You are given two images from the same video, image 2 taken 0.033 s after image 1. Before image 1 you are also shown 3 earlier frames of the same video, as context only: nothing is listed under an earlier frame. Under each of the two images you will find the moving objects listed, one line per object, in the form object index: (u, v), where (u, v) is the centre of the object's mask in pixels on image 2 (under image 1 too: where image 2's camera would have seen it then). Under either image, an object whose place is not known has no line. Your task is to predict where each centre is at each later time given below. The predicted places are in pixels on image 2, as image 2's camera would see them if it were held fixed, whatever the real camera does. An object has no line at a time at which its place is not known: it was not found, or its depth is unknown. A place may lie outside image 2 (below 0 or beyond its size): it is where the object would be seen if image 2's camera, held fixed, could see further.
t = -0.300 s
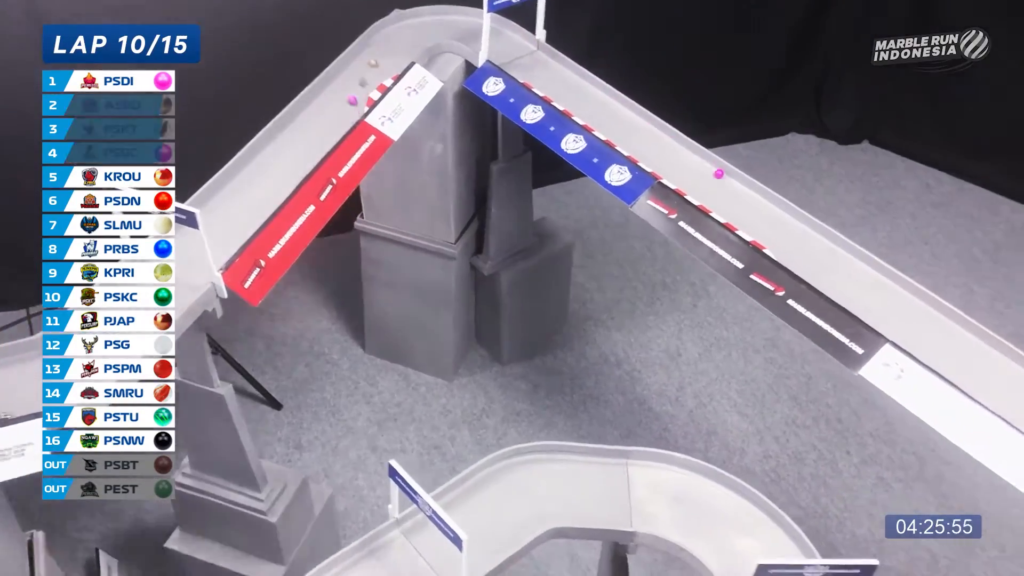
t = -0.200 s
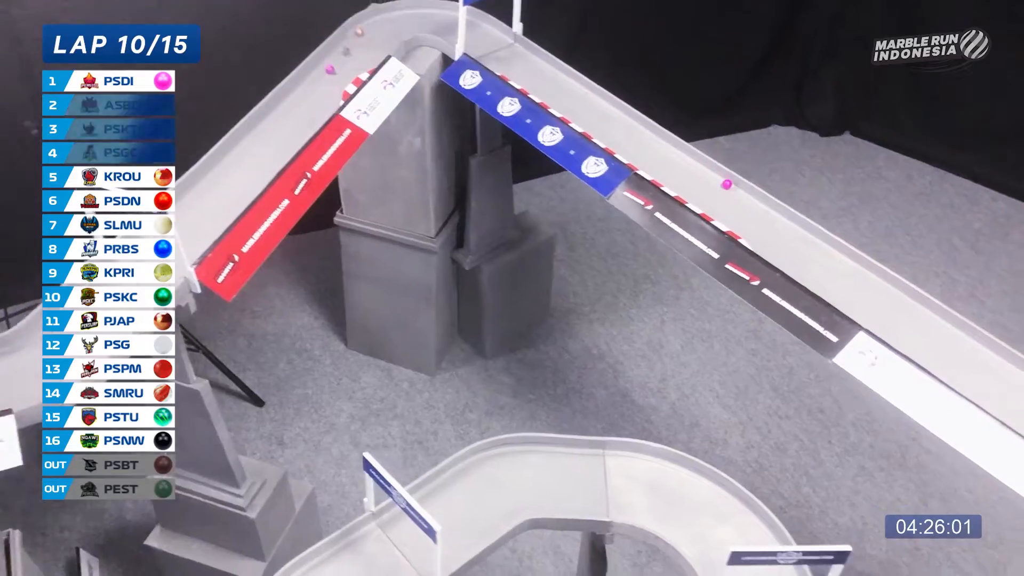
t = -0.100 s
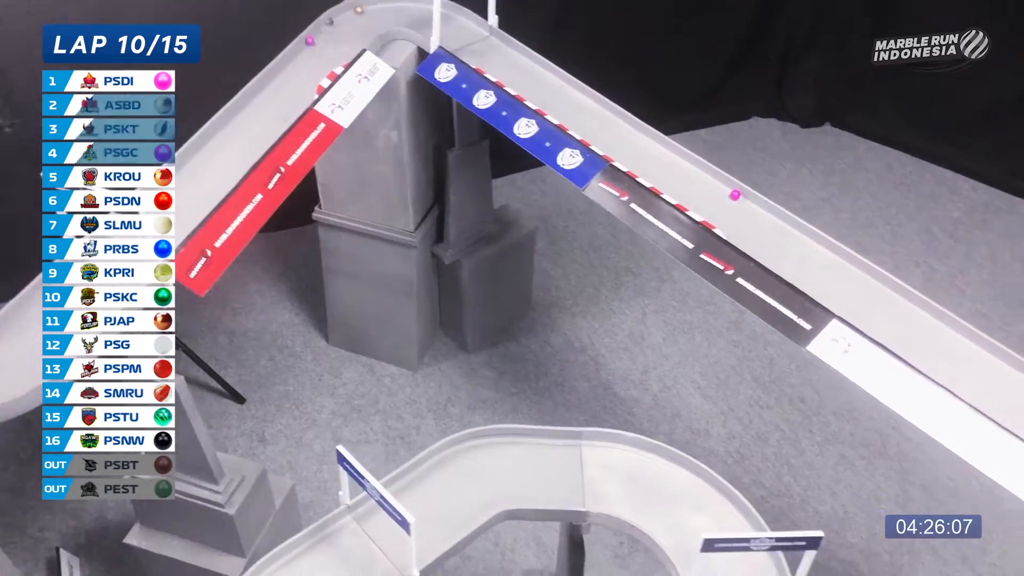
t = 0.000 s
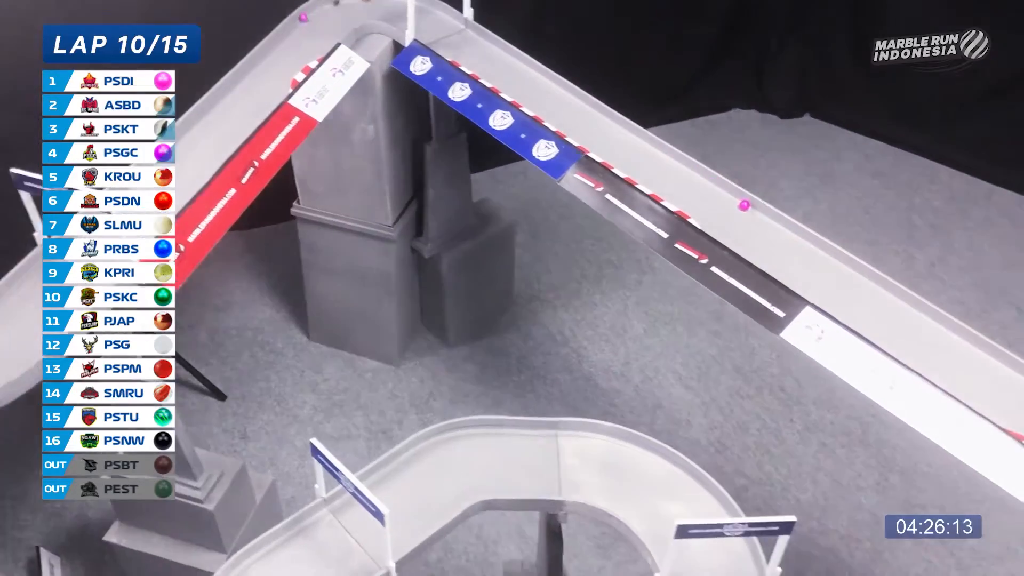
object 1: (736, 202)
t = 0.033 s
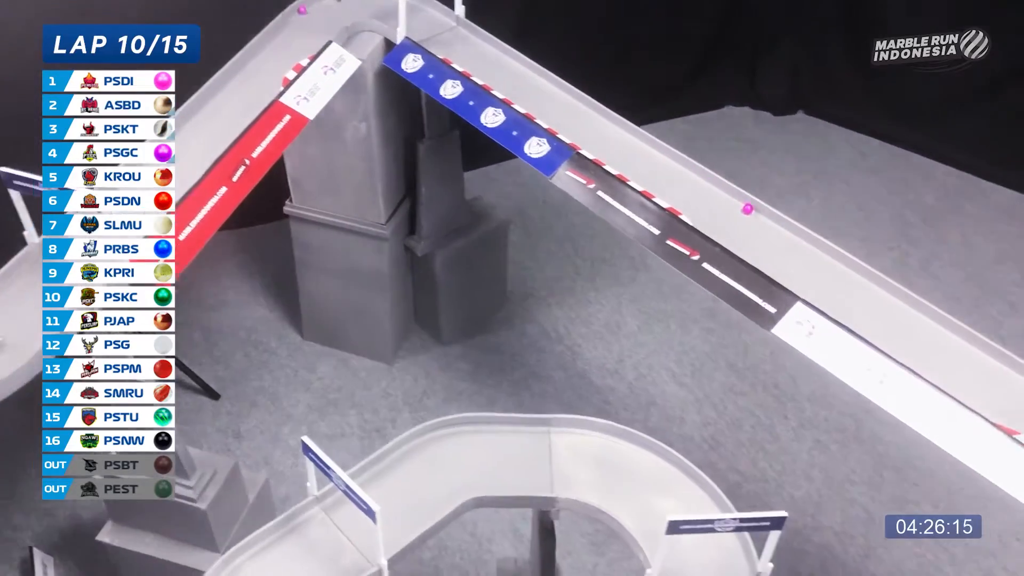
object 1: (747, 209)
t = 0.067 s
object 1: (760, 216)
